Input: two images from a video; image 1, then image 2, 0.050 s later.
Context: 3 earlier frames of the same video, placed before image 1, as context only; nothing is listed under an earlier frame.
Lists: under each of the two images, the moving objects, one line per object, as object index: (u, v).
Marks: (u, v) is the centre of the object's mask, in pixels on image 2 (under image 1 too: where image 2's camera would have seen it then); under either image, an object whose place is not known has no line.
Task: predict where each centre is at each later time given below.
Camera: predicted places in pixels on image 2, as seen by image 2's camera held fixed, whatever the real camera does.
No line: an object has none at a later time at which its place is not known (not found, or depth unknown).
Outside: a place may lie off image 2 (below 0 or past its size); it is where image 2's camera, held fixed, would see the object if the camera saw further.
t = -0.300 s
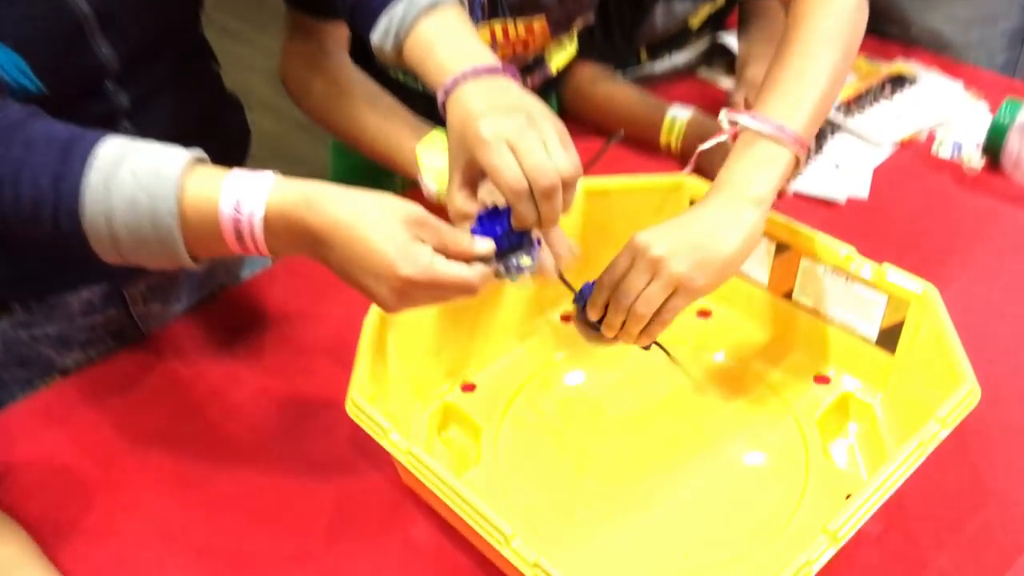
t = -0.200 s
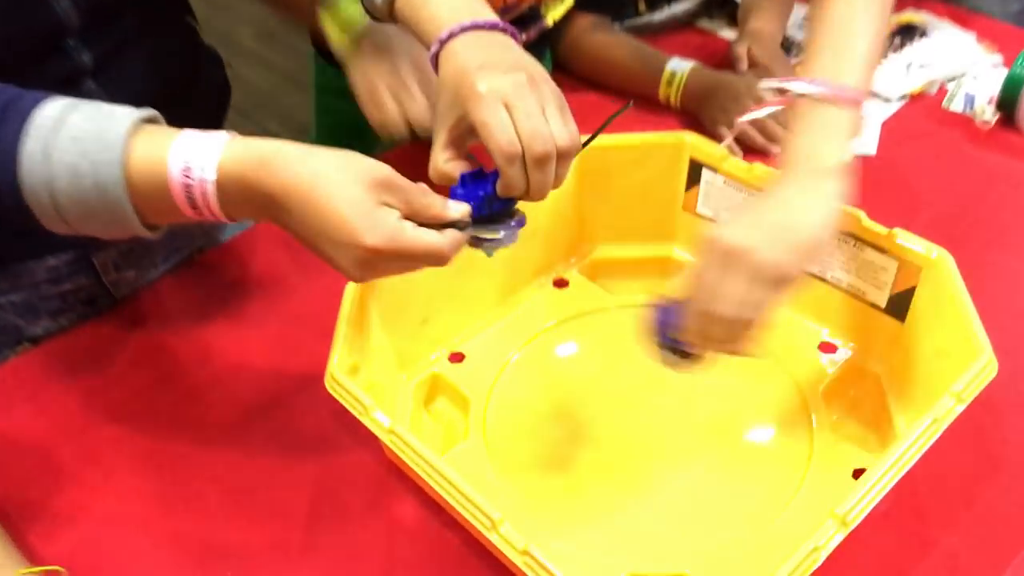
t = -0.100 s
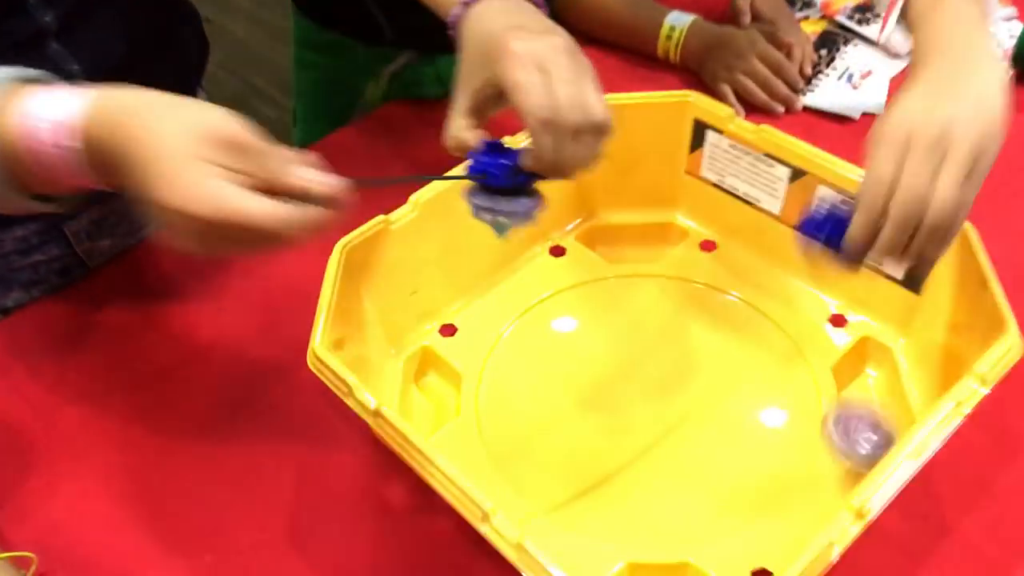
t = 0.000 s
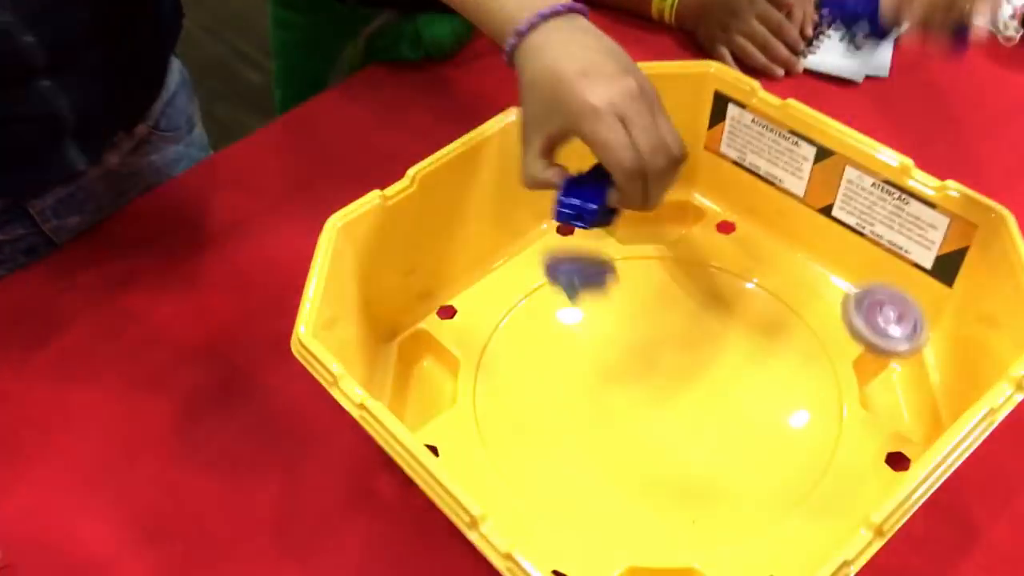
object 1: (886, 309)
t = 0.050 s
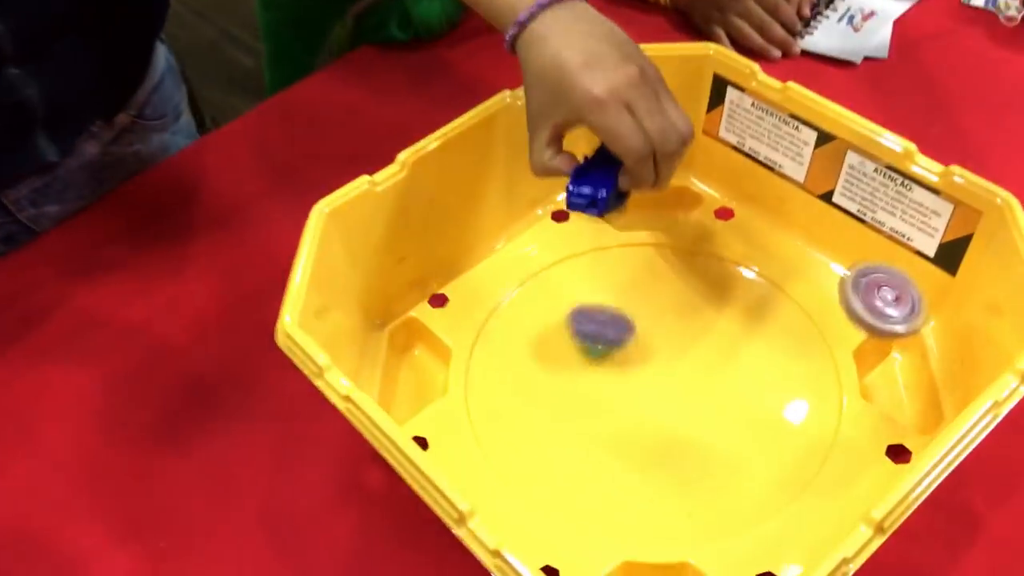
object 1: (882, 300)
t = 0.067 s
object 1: (880, 307)
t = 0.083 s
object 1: (876, 316)
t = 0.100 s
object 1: (873, 325)
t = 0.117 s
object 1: (868, 339)
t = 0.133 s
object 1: (861, 355)
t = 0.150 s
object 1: (855, 363)
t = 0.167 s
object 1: (847, 348)
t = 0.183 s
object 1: (838, 336)
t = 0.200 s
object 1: (828, 326)
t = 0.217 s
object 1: (818, 319)
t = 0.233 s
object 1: (806, 315)
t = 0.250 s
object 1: (793, 314)
